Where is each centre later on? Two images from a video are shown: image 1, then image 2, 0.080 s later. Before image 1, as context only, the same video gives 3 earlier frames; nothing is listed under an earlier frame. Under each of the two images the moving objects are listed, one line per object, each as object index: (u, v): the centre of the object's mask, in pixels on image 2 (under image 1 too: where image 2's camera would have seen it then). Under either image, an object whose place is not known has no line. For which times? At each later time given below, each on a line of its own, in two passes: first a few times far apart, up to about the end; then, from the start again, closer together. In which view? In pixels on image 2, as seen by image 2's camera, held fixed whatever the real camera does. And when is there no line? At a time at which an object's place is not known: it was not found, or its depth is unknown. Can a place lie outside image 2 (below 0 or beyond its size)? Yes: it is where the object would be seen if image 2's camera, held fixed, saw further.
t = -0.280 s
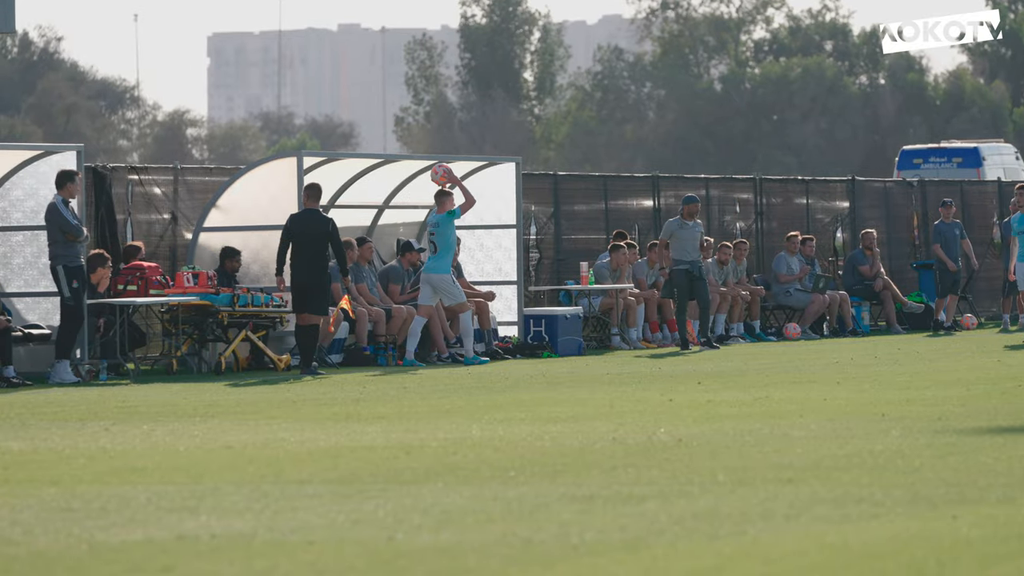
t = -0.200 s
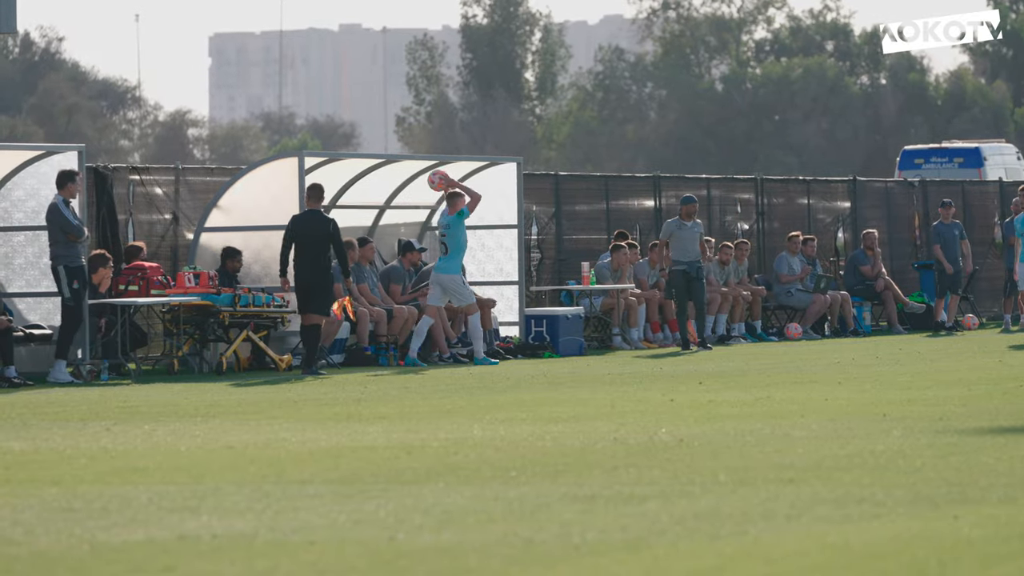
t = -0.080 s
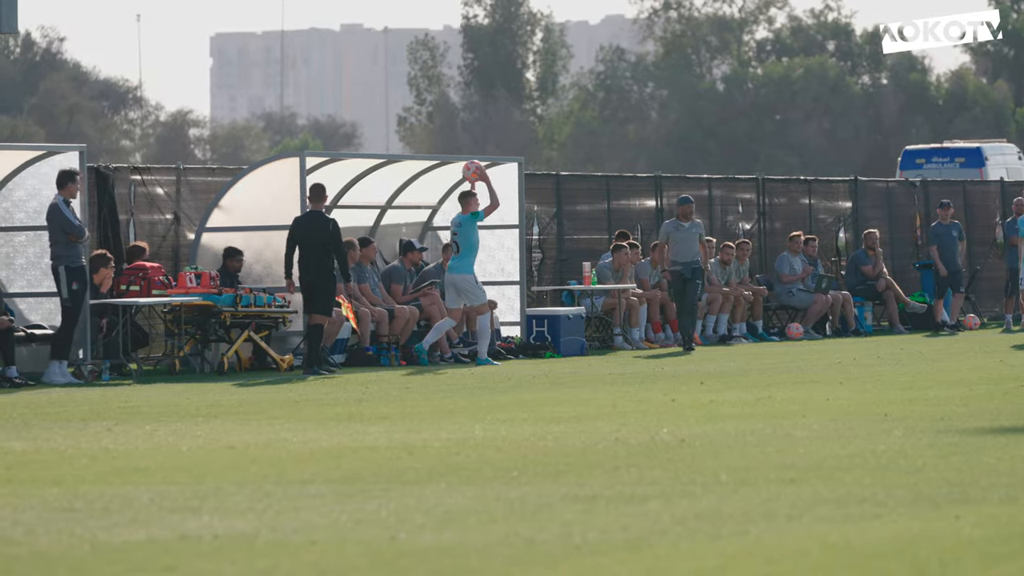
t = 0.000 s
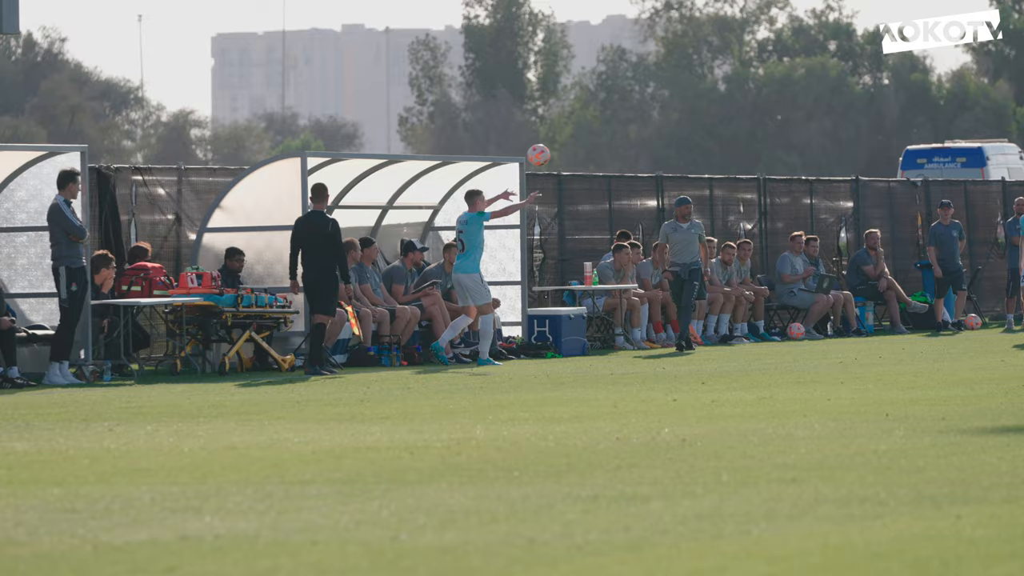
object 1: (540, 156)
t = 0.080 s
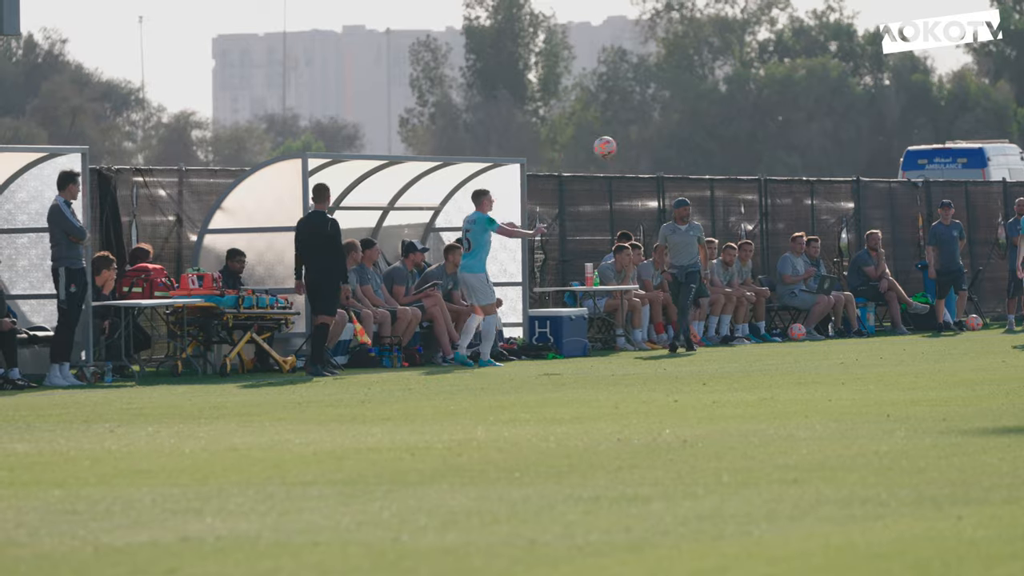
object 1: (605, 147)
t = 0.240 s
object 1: (731, 150)
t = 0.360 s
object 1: (821, 169)
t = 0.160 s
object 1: (669, 144)
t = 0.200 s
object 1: (700, 147)
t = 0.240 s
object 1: (731, 150)
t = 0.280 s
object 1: (761, 155)
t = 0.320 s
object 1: (791, 162)
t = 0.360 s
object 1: (821, 169)
